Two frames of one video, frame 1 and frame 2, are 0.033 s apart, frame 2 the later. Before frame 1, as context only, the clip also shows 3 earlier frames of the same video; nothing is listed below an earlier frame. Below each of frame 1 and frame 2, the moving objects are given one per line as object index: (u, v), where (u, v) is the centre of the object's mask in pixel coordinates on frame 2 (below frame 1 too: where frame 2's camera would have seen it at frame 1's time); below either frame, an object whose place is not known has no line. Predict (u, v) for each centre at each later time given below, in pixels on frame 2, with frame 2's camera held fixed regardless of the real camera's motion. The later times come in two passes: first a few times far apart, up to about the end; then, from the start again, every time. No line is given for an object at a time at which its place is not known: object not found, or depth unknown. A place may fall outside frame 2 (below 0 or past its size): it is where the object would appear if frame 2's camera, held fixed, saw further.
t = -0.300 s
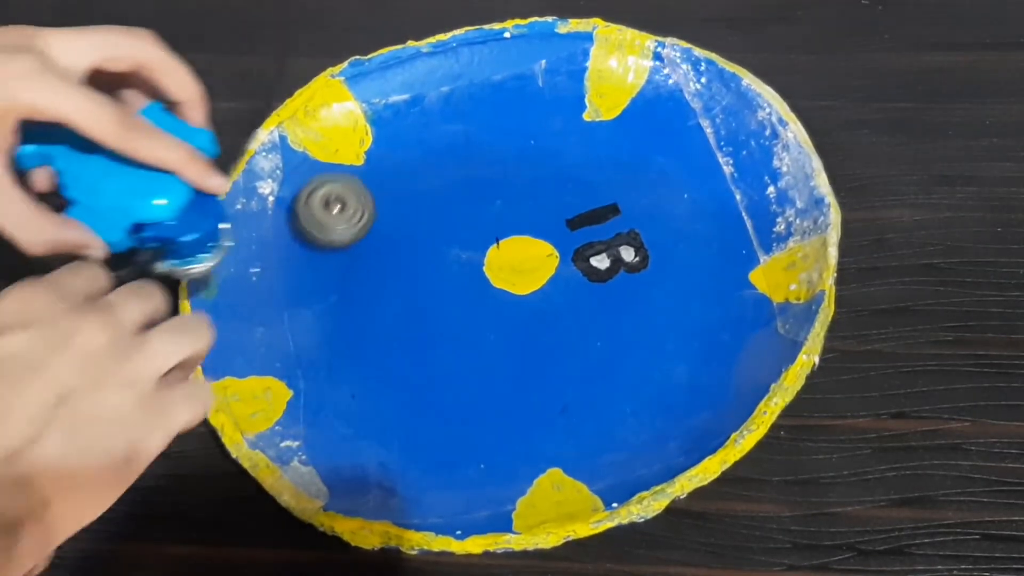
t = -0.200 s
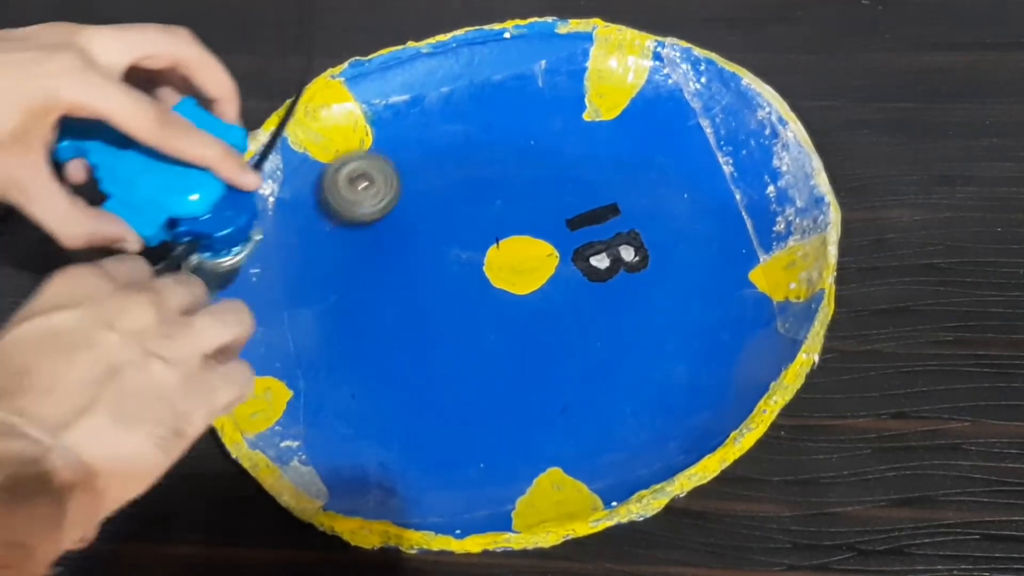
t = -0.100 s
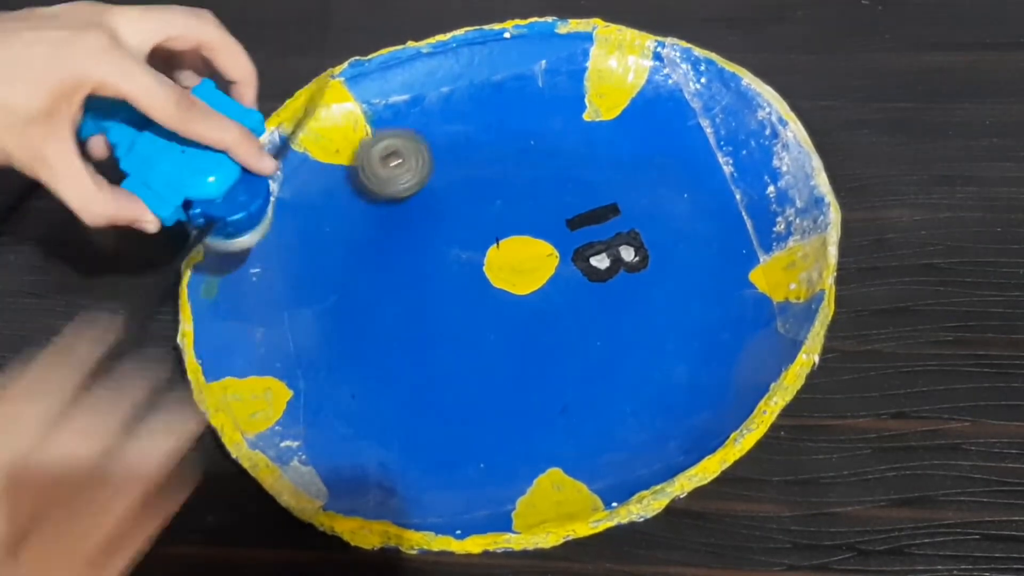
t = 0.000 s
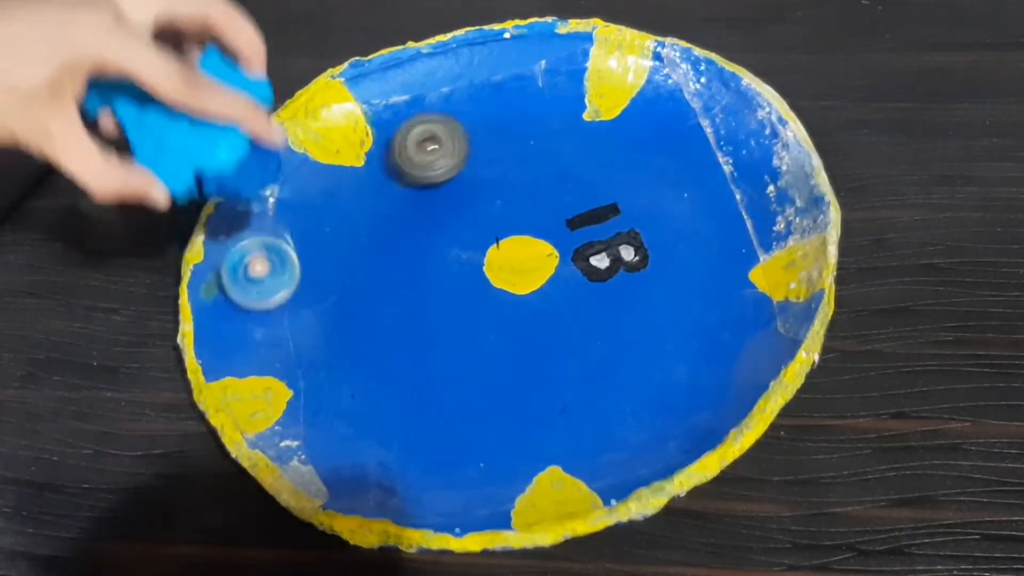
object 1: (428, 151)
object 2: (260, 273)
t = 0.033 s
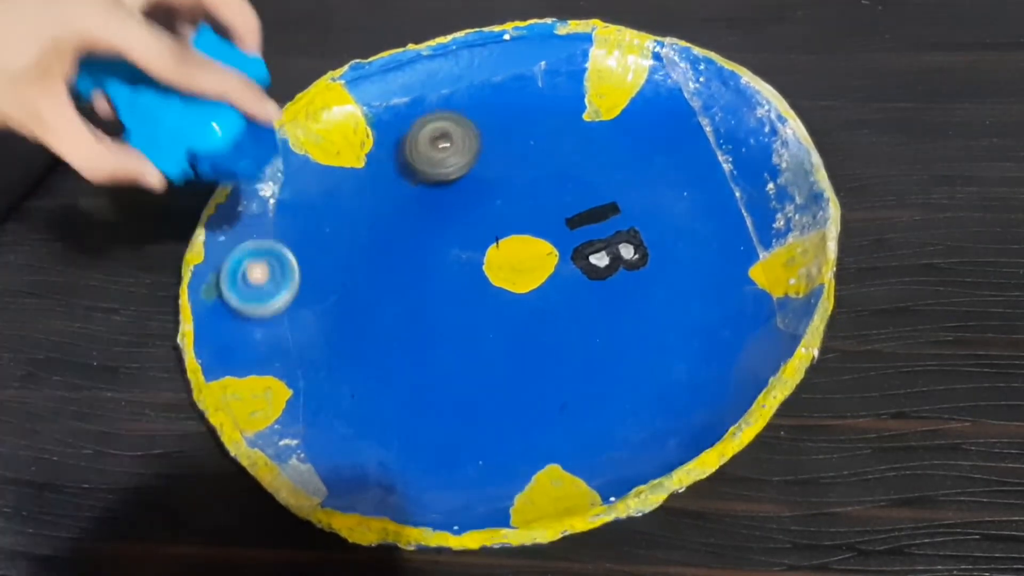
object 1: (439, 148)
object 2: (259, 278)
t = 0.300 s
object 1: (539, 143)
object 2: (397, 333)
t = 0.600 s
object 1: (629, 197)
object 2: (637, 358)
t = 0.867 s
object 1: (641, 296)
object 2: (723, 307)
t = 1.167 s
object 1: (499, 421)
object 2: (701, 227)
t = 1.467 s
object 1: (406, 440)
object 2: (656, 360)
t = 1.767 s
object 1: (352, 376)
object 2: (575, 427)
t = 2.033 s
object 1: (346, 295)
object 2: (479, 442)
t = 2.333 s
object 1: (399, 221)
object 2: (359, 419)
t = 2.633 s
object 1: (482, 207)
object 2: (299, 367)
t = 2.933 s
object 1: (548, 244)
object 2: (300, 289)
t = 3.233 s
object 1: (546, 320)
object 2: (309, 223)
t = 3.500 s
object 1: (490, 385)
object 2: (351, 198)
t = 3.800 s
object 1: (393, 419)
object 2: (428, 143)
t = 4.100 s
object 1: (334, 394)
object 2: (515, 118)
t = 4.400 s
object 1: (323, 328)
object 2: (586, 118)
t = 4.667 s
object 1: (341, 263)
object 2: (641, 139)
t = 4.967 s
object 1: (372, 228)
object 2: (689, 190)
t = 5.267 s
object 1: (390, 221)
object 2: (711, 207)
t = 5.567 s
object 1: (370, 255)
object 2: (689, 242)
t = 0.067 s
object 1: (452, 145)
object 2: (263, 294)
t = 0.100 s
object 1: (464, 140)
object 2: (274, 307)
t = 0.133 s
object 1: (476, 138)
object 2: (291, 319)
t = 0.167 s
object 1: (489, 138)
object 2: (312, 327)
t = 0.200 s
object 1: (502, 140)
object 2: (335, 332)
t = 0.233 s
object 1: (513, 142)
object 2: (356, 334)
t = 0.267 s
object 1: (525, 142)
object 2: (376, 334)
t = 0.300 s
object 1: (539, 143)
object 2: (397, 333)
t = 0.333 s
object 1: (552, 146)
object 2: (418, 331)
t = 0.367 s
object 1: (565, 151)
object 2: (442, 332)
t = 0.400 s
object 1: (578, 156)
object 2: (465, 334)
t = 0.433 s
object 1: (587, 161)
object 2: (489, 334)
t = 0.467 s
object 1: (597, 168)
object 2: (515, 335)
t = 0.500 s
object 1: (605, 175)
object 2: (542, 337)
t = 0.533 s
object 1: (614, 180)
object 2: (573, 341)
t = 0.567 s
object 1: (623, 188)
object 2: (606, 348)
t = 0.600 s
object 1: (629, 197)
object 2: (637, 358)
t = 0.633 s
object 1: (633, 208)
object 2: (666, 367)
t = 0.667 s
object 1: (637, 218)
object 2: (691, 371)
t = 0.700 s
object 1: (641, 231)
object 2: (711, 367)
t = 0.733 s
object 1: (644, 245)
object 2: (726, 362)
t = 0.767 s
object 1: (644, 258)
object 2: (736, 350)
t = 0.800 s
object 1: (642, 268)
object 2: (733, 333)
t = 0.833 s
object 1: (642, 283)
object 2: (730, 322)
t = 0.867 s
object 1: (641, 296)
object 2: (723, 307)
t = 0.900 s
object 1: (629, 308)
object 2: (725, 290)
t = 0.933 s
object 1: (610, 323)
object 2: (738, 275)
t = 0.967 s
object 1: (595, 339)
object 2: (745, 259)
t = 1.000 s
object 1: (581, 354)
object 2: (746, 247)
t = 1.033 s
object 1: (566, 370)
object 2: (743, 237)
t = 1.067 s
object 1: (549, 386)
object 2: (736, 230)
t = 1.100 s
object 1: (532, 399)
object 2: (725, 225)
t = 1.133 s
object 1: (515, 412)
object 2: (713, 225)
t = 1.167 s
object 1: (499, 421)
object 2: (701, 227)
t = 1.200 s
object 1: (487, 428)
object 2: (693, 233)
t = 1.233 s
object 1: (474, 434)
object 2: (687, 241)
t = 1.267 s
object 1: (463, 438)
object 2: (683, 252)
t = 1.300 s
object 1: (452, 442)
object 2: (680, 262)
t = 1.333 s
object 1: (439, 445)
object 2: (679, 276)
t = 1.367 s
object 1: (430, 446)
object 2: (676, 295)
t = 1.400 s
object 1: (423, 445)
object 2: (671, 314)
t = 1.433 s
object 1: (415, 443)
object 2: (664, 337)
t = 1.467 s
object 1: (406, 440)
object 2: (656, 360)
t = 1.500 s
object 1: (397, 436)
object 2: (647, 382)
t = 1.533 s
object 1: (390, 430)
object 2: (637, 400)
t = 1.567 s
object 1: (384, 423)
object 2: (627, 413)
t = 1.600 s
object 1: (376, 417)
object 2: (619, 420)
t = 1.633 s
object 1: (368, 410)
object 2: (611, 426)
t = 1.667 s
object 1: (363, 402)
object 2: (602, 428)
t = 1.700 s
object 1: (358, 393)
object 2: (594, 428)
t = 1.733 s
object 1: (356, 384)
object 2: (584, 427)
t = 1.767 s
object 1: (352, 376)
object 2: (575, 427)
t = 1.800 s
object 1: (348, 368)
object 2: (565, 428)
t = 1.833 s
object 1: (346, 359)
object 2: (554, 430)
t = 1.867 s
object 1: (343, 350)
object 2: (545, 432)
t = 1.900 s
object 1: (342, 339)
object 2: (535, 434)
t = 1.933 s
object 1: (342, 330)
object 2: (522, 436)
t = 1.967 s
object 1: (342, 319)
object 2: (506, 439)
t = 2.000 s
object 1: (343, 308)
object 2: (492, 440)
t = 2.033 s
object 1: (346, 295)
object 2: (479, 442)
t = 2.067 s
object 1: (350, 285)
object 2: (462, 442)
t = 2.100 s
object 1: (354, 275)
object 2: (447, 443)
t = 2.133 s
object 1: (359, 266)
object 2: (431, 443)
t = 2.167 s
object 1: (365, 257)
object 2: (419, 440)
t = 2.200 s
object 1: (372, 248)
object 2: (408, 436)
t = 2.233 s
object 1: (379, 240)
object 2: (396, 433)
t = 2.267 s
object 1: (386, 234)
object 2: (383, 429)
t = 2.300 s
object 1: (393, 228)
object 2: (369, 424)
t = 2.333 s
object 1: (399, 221)
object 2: (359, 419)
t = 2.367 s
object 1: (409, 216)
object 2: (350, 415)
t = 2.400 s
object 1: (418, 212)
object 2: (341, 411)
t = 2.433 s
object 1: (427, 209)
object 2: (336, 403)
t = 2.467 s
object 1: (436, 207)
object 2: (331, 397)
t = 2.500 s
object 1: (446, 207)
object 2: (324, 391)
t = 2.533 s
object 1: (456, 207)
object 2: (315, 385)
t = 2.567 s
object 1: (464, 205)
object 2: (308, 379)
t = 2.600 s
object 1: (474, 205)
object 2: (301, 374)
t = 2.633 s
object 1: (482, 207)
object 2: (299, 367)
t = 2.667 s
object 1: (490, 209)
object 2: (302, 360)
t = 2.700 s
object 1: (498, 211)
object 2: (302, 354)
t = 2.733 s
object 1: (506, 214)
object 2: (300, 348)
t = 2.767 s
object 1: (514, 216)
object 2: (297, 343)
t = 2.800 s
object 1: (526, 218)
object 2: (297, 335)
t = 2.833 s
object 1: (533, 223)
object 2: (295, 326)
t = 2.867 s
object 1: (540, 228)
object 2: (296, 315)
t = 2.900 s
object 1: (545, 236)
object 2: (299, 303)
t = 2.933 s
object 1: (548, 244)
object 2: (300, 289)
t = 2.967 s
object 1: (551, 251)
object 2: (300, 275)
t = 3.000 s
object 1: (555, 257)
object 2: (300, 262)
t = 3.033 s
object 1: (557, 266)
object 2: (302, 251)
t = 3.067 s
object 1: (557, 275)
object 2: (304, 242)
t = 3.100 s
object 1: (555, 284)
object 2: (305, 235)
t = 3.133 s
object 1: (554, 292)
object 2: (304, 230)
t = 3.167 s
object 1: (553, 300)
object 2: (305, 226)
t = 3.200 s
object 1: (551, 311)
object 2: (307, 224)
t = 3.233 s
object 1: (546, 320)
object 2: (309, 223)
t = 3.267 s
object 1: (541, 328)
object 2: (312, 222)
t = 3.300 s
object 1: (536, 337)
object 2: (317, 221)
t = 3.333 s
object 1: (531, 344)
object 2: (321, 220)
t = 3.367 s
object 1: (525, 353)
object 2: (326, 219)
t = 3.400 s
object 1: (518, 362)
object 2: (332, 216)
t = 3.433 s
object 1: (509, 370)
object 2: (337, 211)
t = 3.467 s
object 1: (500, 377)
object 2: (344, 205)
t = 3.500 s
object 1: (490, 385)
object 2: (351, 198)
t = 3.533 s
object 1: (480, 391)
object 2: (359, 192)
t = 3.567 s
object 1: (468, 398)
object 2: (368, 184)
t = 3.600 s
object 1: (454, 403)
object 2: (375, 176)
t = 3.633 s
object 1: (442, 408)
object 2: (383, 167)
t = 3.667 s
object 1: (432, 411)
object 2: (391, 160)
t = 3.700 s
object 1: (422, 414)
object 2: (401, 154)
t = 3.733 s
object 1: (411, 416)
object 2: (410, 150)
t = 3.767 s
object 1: (401, 418)
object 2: (419, 146)
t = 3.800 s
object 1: (393, 419)
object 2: (428, 143)
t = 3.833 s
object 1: (384, 420)
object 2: (437, 140)
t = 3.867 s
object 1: (375, 420)
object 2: (445, 138)
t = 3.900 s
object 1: (366, 418)
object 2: (455, 135)
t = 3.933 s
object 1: (359, 416)
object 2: (466, 132)
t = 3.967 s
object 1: (351, 414)
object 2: (477, 130)
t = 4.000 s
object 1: (345, 409)
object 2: (486, 126)
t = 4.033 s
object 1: (342, 404)
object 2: (495, 123)
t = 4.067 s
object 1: (338, 400)
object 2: (506, 120)
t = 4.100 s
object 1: (334, 394)
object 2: (515, 118)
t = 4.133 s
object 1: (330, 388)
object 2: (524, 115)
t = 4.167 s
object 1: (330, 380)
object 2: (532, 113)
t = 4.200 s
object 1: (327, 375)
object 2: (542, 112)
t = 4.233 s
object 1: (325, 367)
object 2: (549, 112)
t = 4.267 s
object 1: (323, 360)
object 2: (559, 111)
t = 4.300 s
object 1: (322, 353)
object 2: (567, 112)
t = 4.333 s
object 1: (321, 344)
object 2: (575, 112)
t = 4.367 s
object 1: (322, 336)
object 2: (582, 114)
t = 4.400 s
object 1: (323, 328)
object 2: (586, 118)
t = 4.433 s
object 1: (323, 320)
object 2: (590, 121)
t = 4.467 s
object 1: (327, 311)
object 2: (594, 124)
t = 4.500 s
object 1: (329, 303)
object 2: (600, 126)
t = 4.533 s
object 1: (331, 294)
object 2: (605, 129)
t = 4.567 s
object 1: (333, 286)
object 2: (613, 132)
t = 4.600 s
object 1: (334, 279)
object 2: (621, 134)
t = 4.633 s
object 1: (336, 271)
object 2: (631, 136)
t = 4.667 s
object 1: (341, 263)
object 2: (641, 139)
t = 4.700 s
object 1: (344, 257)
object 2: (649, 140)
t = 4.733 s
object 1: (349, 250)
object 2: (655, 144)
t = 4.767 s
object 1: (352, 245)
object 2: (657, 148)
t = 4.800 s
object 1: (356, 239)
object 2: (659, 153)
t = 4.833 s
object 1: (358, 234)
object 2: (663, 160)
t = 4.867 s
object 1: (361, 231)
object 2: (668, 167)
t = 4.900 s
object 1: (363, 231)
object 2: (675, 174)
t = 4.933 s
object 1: (367, 230)
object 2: (682, 182)
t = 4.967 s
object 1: (372, 228)
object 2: (689, 190)
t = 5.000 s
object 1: (375, 226)
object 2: (697, 199)
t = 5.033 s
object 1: (379, 221)
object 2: (707, 207)
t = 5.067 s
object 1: (381, 219)
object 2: (716, 213)
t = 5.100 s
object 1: (382, 217)
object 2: (723, 216)
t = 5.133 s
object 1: (383, 217)
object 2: (725, 217)
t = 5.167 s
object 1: (384, 216)
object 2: (725, 216)
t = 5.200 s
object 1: (387, 215)
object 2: (723, 214)
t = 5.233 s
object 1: (390, 217)
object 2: (717, 211)
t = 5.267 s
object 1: (390, 221)
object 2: (711, 207)
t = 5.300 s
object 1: (387, 226)
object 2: (705, 204)
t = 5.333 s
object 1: (384, 228)
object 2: (701, 203)
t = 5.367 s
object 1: (381, 231)
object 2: (700, 205)
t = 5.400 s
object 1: (380, 234)
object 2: (701, 208)
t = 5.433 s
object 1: (378, 238)
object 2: (700, 212)
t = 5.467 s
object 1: (377, 243)
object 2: (696, 218)
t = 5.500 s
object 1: (375, 248)
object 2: (693, 225)
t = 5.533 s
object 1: (372, 252)
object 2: (691, 233)
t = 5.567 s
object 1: (370, 255)
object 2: (689, 242)
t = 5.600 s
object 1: (366, 258)
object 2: (687, 252)
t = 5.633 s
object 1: (363, 262)
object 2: (686, 262)
